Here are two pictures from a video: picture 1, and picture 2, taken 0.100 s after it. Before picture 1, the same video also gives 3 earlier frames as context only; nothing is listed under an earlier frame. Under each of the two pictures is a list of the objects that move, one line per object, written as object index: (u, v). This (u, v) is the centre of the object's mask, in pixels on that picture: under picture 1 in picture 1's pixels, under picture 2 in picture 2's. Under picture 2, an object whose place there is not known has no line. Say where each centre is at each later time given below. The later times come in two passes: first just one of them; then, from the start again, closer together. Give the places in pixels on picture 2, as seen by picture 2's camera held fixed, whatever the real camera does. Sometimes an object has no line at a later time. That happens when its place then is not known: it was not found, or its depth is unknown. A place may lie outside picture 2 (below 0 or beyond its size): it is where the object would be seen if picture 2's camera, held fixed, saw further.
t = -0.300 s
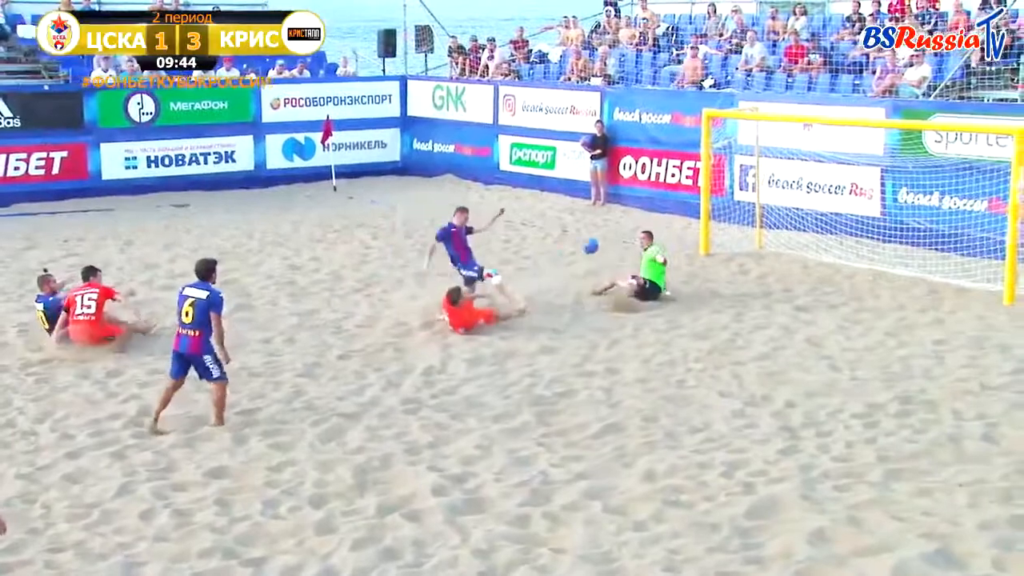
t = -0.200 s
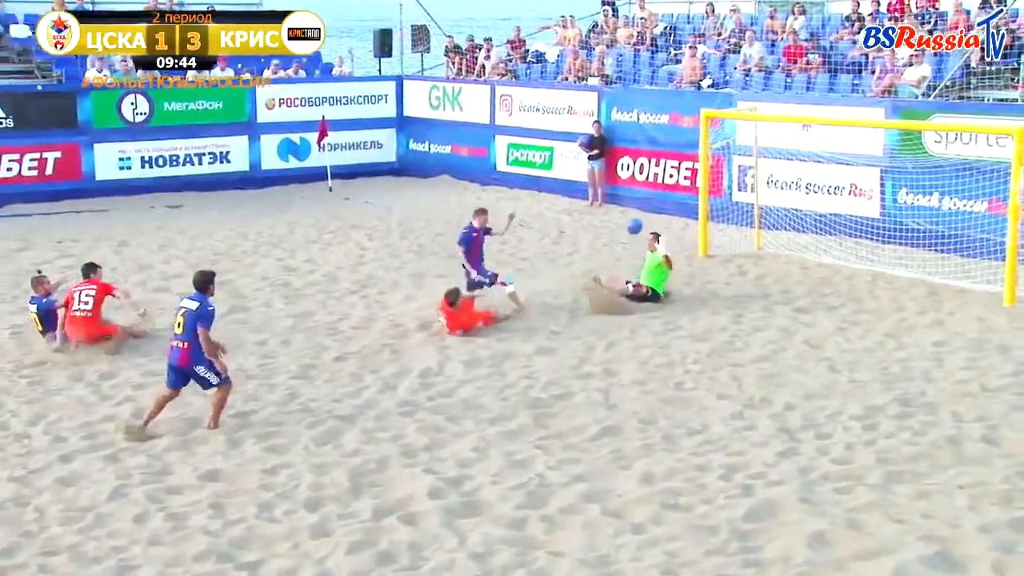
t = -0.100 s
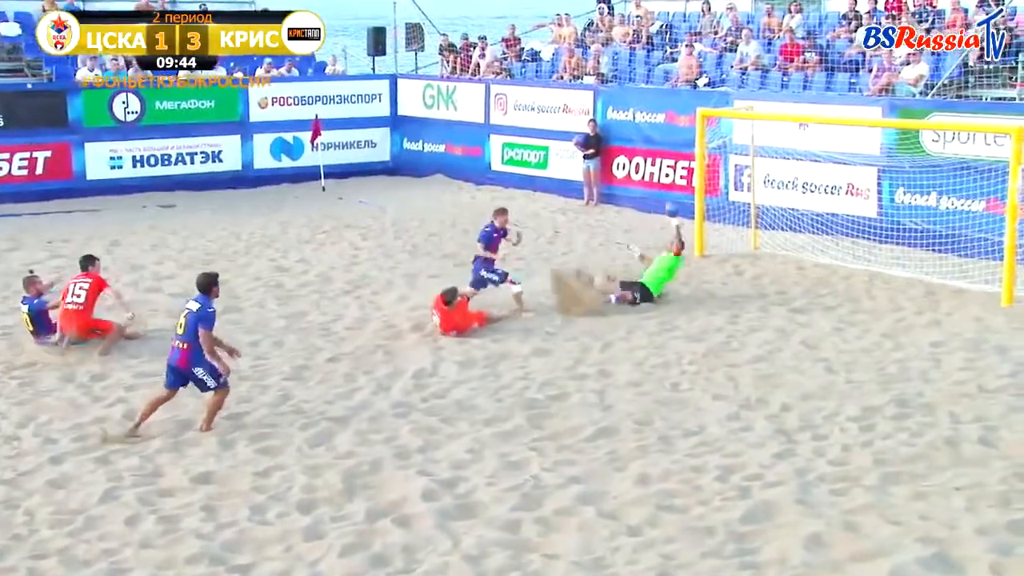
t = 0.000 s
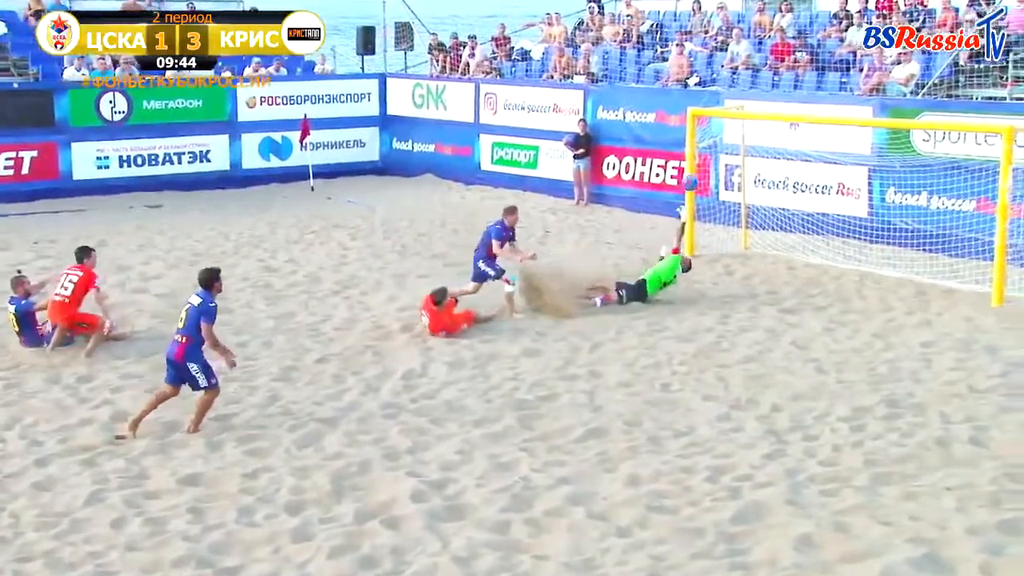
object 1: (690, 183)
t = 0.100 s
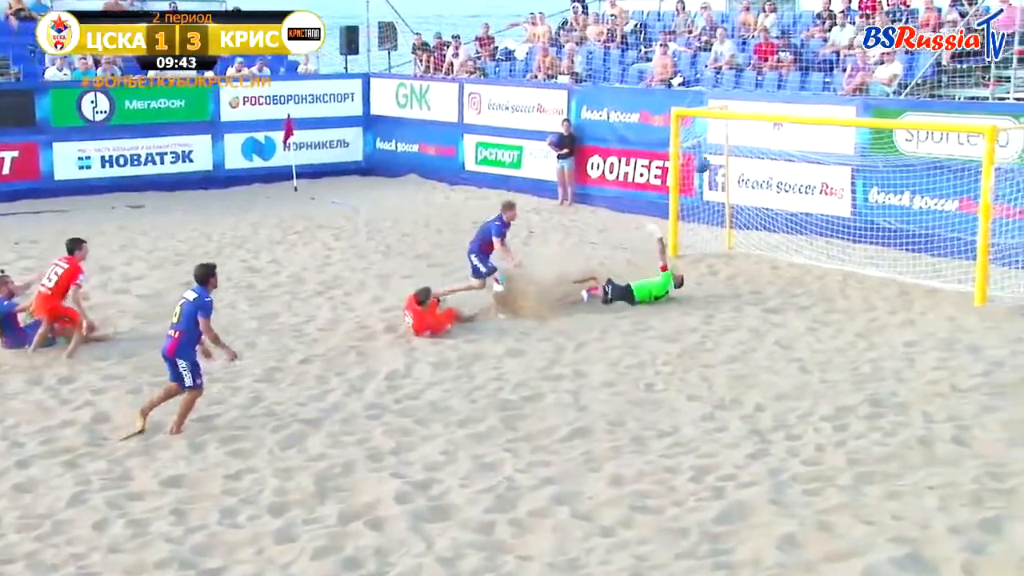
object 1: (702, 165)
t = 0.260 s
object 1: (742, 152)
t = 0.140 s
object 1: (711, 160)
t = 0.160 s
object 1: (717, 159)
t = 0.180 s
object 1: (721, 157)
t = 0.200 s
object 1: (726, 156)
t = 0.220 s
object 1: (732, 154)
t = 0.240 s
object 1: (737, 153)
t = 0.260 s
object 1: (742, 152)
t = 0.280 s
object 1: (747, 152)
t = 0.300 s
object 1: (752, 153)
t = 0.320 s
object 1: (757, 152)
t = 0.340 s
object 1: (762, 153)
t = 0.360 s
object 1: (767, 154)
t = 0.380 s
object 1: (773, 156)
